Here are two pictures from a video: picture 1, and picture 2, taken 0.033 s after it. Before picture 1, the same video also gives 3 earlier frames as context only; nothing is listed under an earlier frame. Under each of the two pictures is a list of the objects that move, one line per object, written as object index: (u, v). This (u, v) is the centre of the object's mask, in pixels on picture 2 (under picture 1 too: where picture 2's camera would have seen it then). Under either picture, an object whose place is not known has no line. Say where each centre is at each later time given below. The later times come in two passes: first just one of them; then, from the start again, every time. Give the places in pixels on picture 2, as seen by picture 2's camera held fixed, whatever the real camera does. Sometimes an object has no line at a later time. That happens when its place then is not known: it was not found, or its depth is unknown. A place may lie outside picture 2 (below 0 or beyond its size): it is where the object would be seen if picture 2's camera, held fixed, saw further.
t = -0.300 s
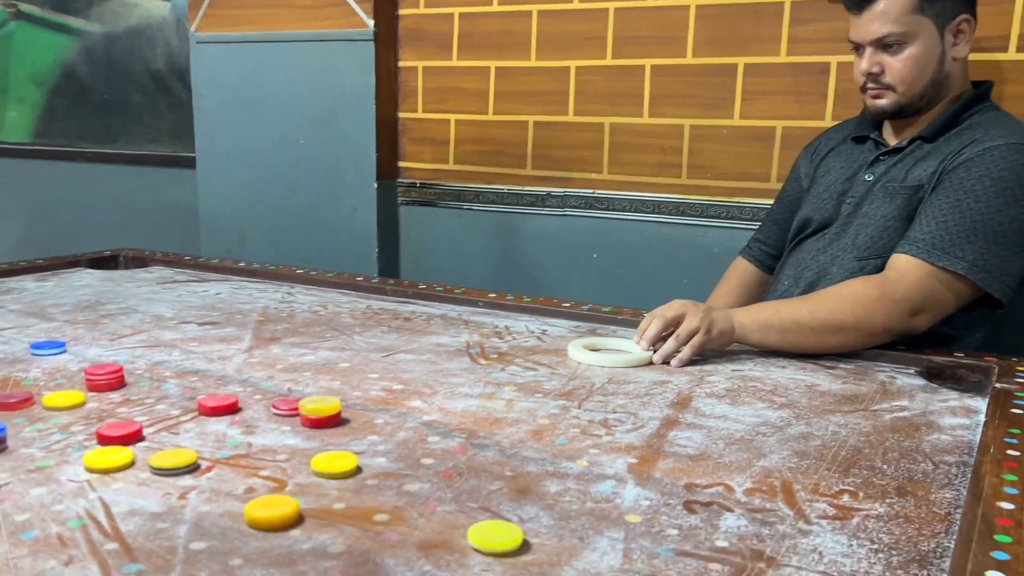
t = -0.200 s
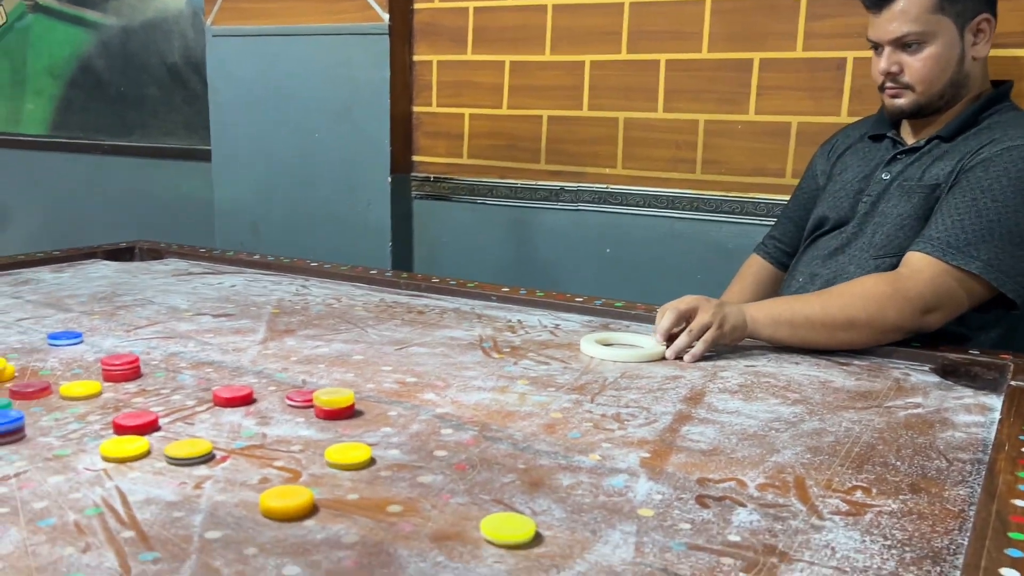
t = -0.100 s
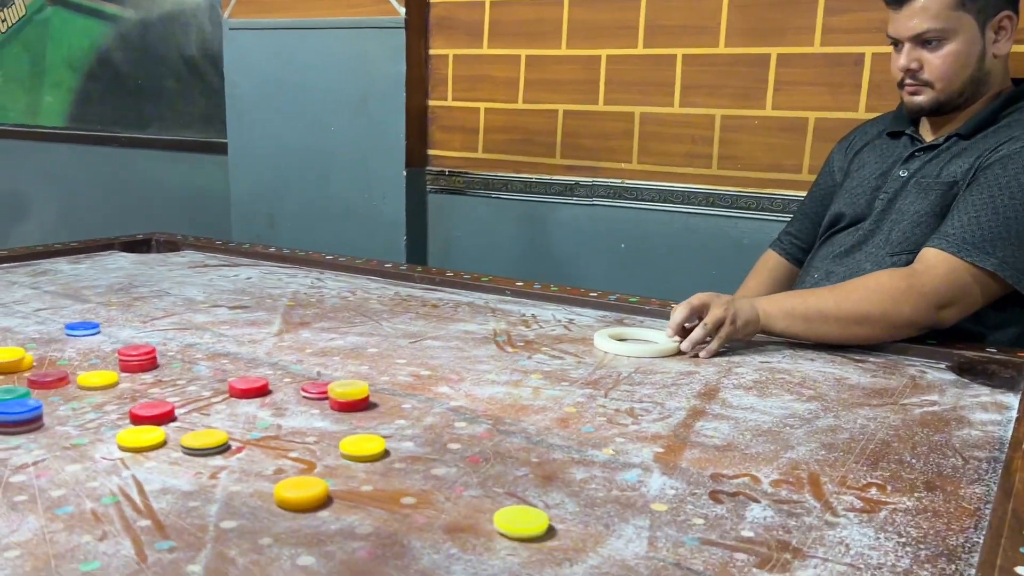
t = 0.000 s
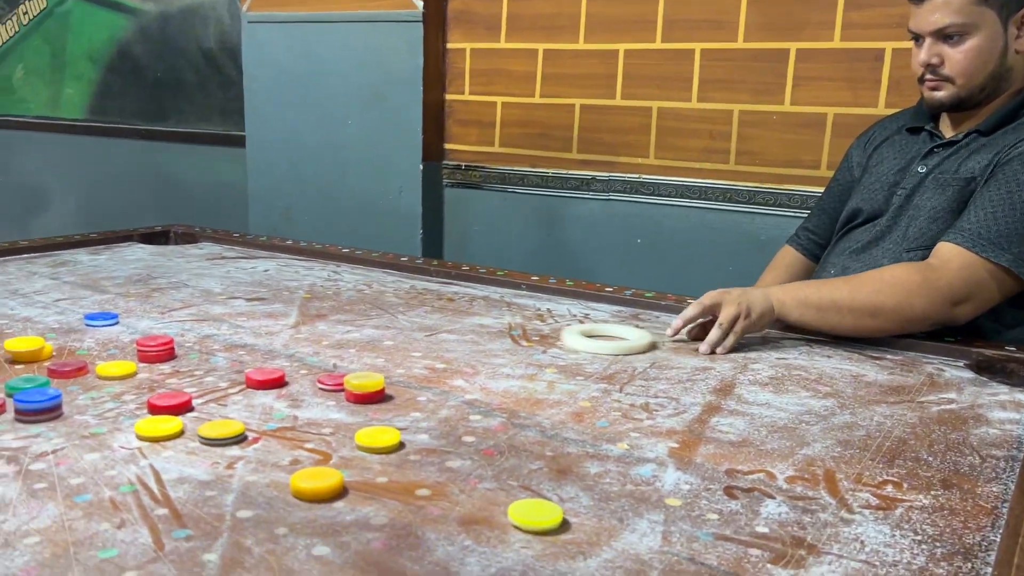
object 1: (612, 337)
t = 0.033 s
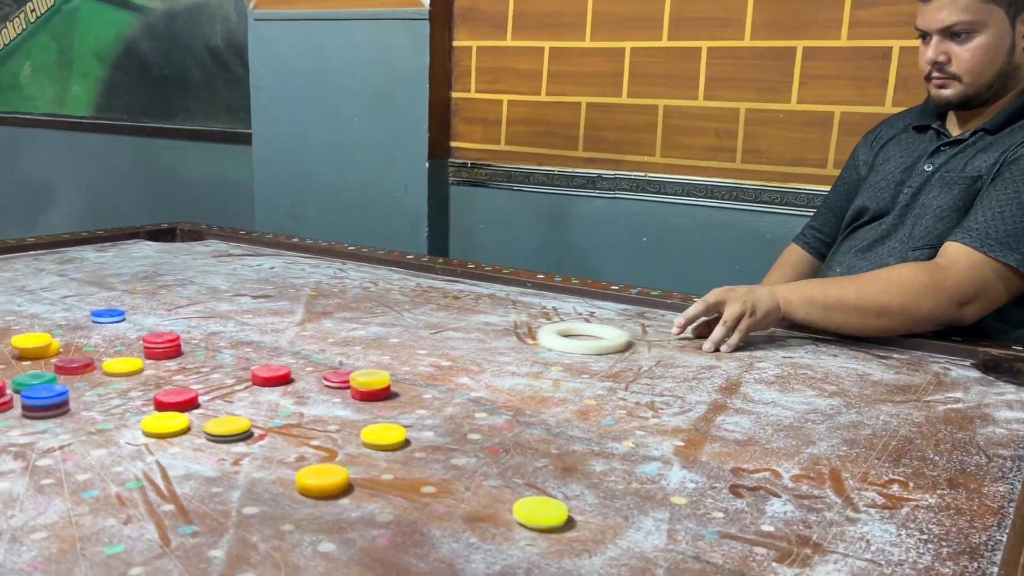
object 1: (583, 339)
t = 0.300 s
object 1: (343, 348)
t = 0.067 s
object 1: (554, 340)
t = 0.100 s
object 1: (525, 341)
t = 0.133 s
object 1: (495, 342)
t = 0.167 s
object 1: (465, 343)
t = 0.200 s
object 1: (435, 345)
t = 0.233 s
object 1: (405, 346)
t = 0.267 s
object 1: (374, 347)
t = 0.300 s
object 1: (343, 348)
